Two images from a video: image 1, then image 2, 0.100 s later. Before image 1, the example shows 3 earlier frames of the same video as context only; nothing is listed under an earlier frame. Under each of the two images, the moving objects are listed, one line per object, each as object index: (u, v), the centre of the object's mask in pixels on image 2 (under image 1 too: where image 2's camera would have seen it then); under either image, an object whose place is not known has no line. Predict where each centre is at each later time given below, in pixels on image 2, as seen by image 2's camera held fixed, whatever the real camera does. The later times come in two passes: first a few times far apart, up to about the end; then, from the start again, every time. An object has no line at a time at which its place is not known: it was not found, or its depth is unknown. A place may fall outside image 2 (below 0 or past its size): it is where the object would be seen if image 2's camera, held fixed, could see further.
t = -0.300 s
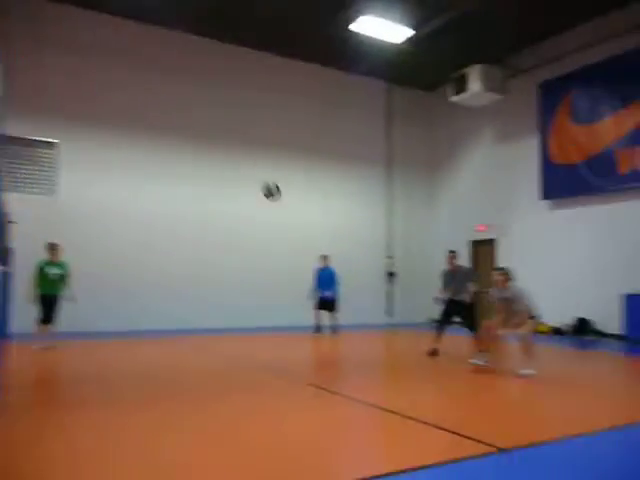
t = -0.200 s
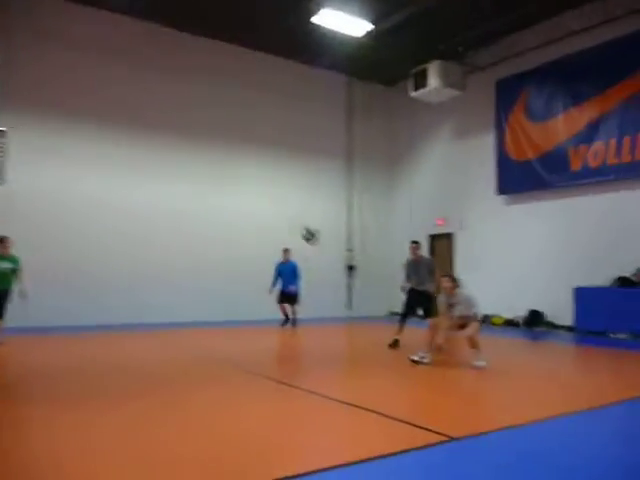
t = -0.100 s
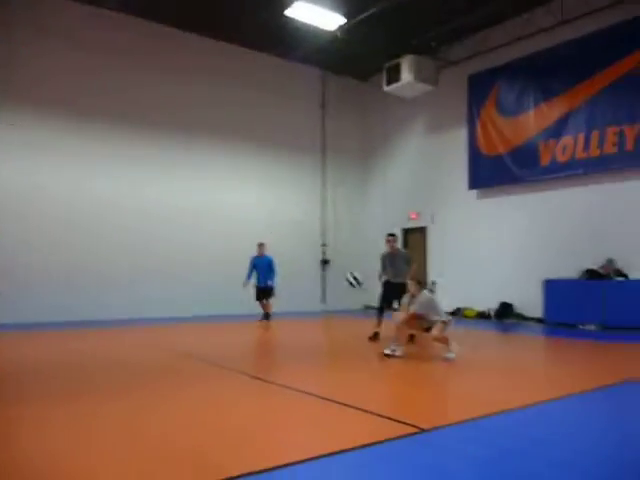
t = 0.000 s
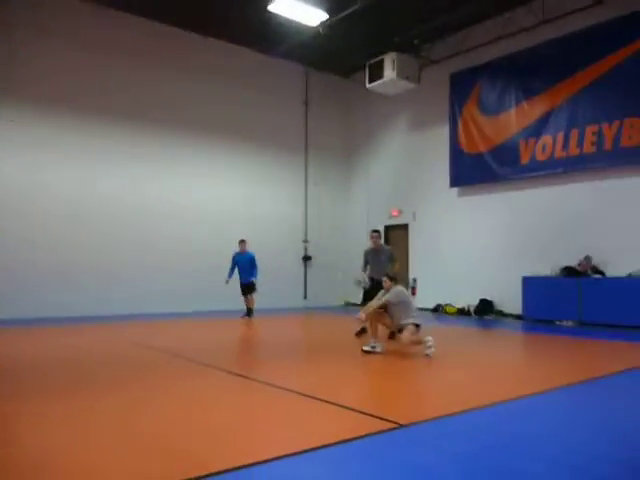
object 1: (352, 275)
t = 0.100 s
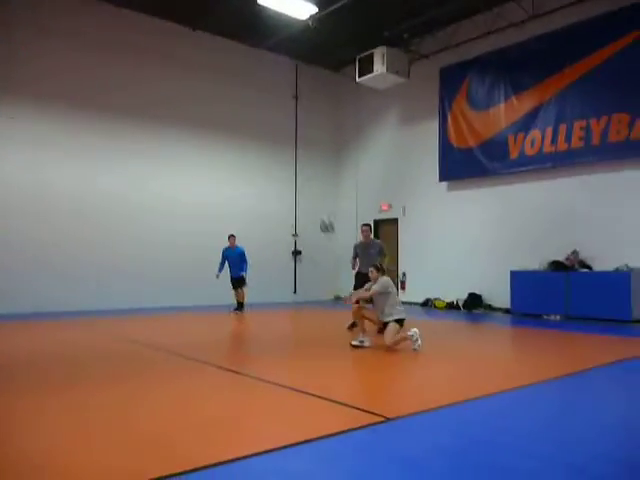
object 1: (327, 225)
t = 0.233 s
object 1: (296, 175)
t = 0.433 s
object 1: (258, 127)
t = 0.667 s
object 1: (218, 113)
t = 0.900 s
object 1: (181, 134)
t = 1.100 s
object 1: (154, 177)
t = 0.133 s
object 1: (316, 211)
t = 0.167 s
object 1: (311, 198)
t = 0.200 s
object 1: (304, 186)
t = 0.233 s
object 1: (296, 175)
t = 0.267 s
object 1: (290, 166)
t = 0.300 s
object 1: (283, 156)
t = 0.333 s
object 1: (276, 147)
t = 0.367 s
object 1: (269, 140)
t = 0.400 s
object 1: (263, 132)
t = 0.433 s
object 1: (258, 127)
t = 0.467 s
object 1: (252, 123)
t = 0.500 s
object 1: (246, 120)
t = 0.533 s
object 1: (240, 117)
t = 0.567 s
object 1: (235, 116)
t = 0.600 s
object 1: (228, 114)
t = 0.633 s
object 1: (223, 113)
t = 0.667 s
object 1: (218, 113)
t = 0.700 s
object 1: (213, 114)
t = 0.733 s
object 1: (207, 116)
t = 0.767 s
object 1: (202, 119)
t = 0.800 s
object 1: (197, 121)
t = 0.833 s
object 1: (192, 125)
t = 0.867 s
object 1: (186, 129)
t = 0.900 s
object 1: (181, 134)
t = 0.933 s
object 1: (176, 140)
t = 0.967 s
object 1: (170, 145)
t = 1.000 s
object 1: (166, 153)
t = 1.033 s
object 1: (163, 160)
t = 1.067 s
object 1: (159, 168)
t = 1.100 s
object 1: (154, 177)
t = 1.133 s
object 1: (148, 186)
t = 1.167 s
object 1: (144, 195)
